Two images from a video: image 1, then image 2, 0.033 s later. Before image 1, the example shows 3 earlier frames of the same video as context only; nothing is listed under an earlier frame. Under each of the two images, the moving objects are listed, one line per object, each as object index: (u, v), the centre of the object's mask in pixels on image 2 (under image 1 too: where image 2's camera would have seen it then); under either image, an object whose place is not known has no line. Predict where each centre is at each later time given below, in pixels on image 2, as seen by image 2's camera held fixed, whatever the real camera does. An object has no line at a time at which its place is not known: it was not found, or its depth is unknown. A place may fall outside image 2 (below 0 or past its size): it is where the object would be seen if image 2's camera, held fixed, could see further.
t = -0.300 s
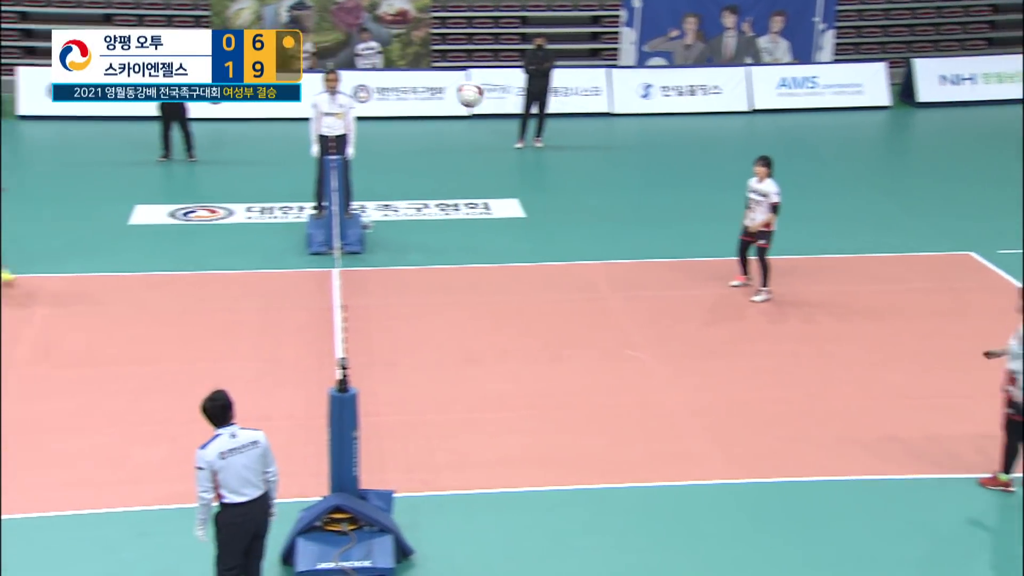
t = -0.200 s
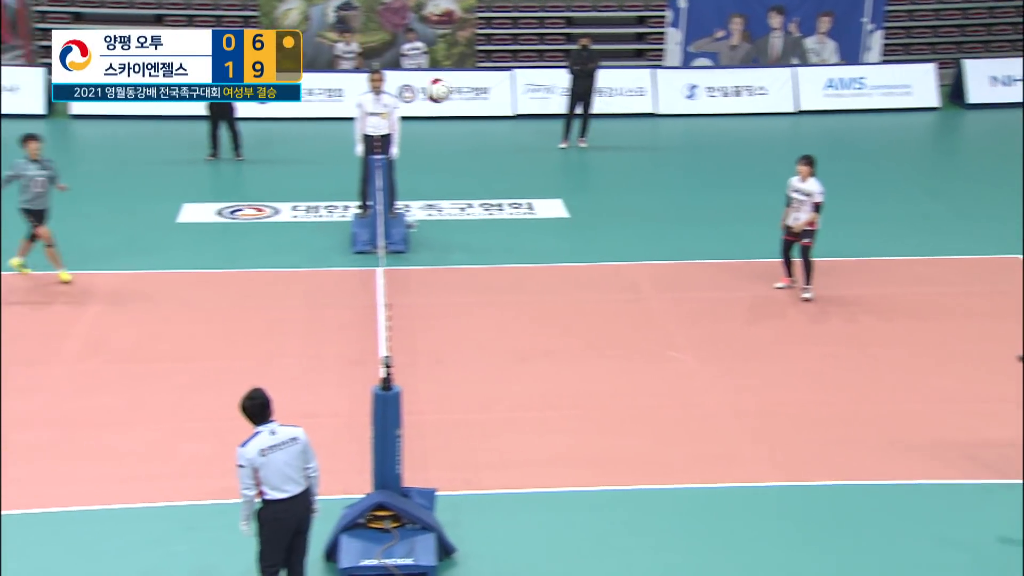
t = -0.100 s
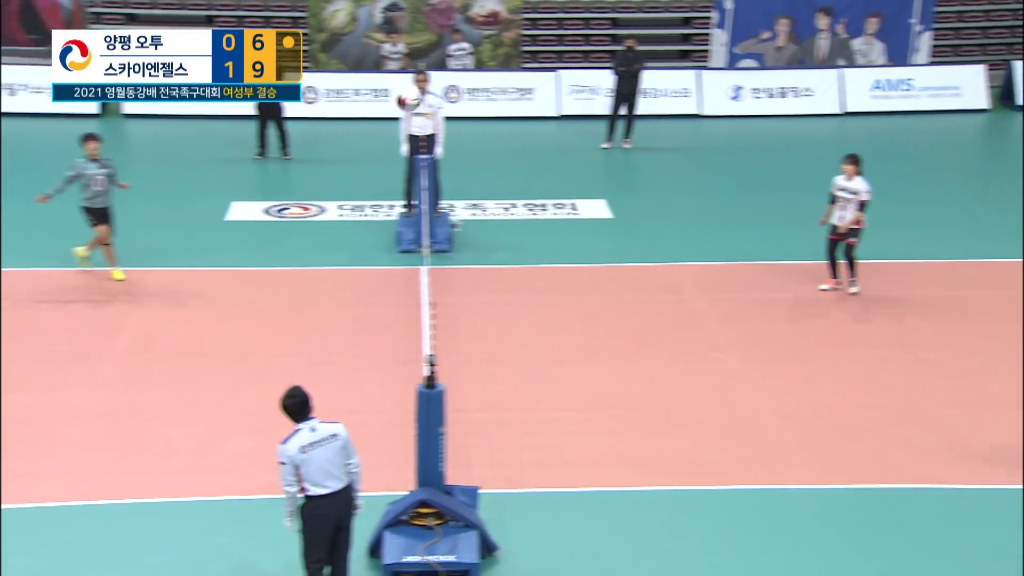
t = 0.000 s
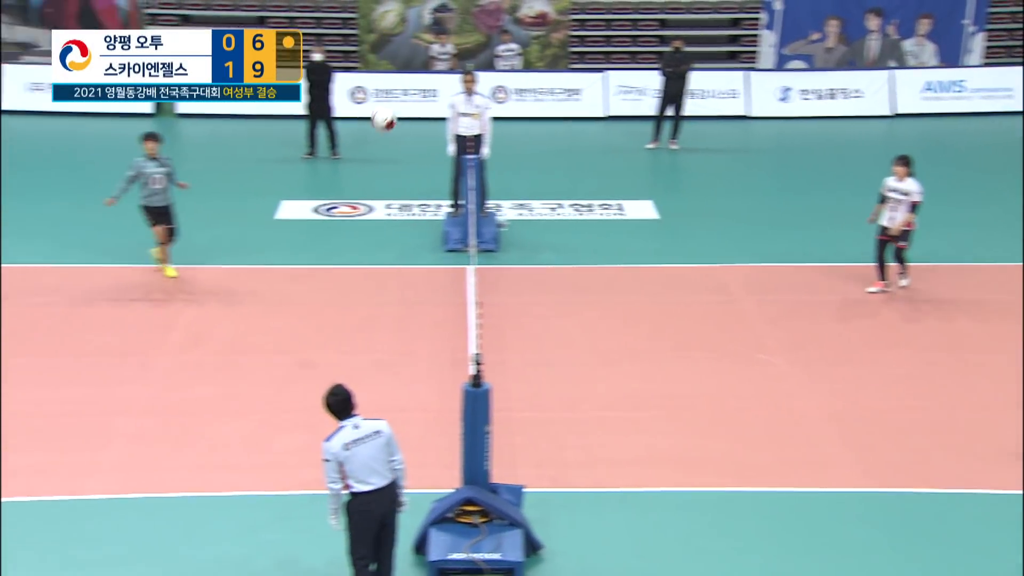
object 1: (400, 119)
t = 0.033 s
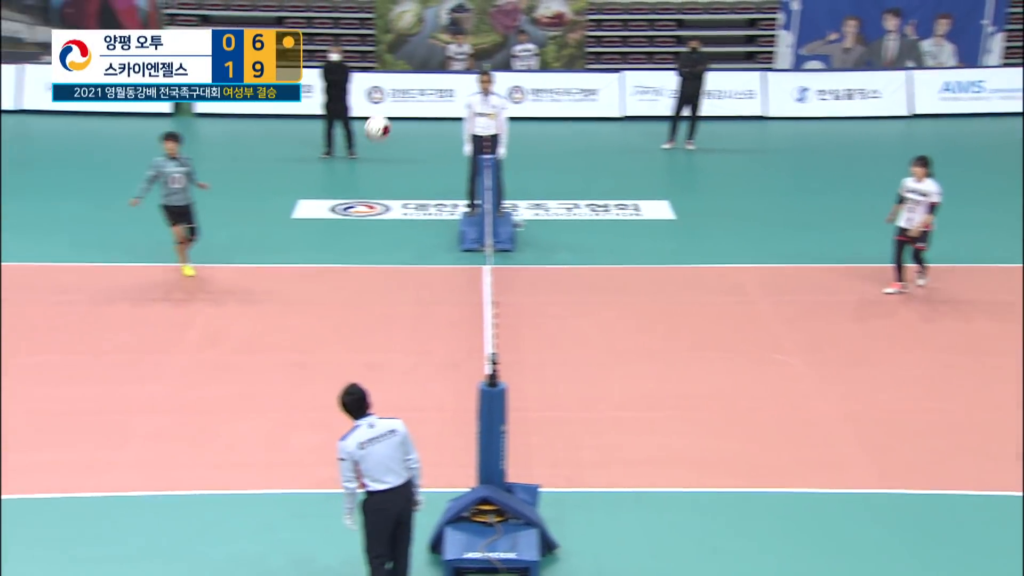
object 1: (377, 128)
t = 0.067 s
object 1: (355, 139)
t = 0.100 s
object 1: (333, 149)
